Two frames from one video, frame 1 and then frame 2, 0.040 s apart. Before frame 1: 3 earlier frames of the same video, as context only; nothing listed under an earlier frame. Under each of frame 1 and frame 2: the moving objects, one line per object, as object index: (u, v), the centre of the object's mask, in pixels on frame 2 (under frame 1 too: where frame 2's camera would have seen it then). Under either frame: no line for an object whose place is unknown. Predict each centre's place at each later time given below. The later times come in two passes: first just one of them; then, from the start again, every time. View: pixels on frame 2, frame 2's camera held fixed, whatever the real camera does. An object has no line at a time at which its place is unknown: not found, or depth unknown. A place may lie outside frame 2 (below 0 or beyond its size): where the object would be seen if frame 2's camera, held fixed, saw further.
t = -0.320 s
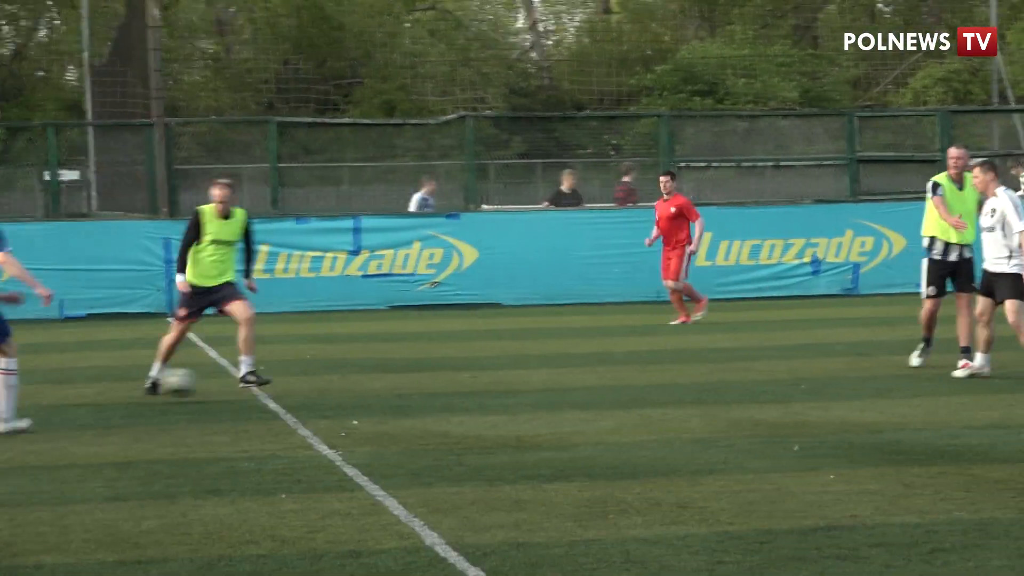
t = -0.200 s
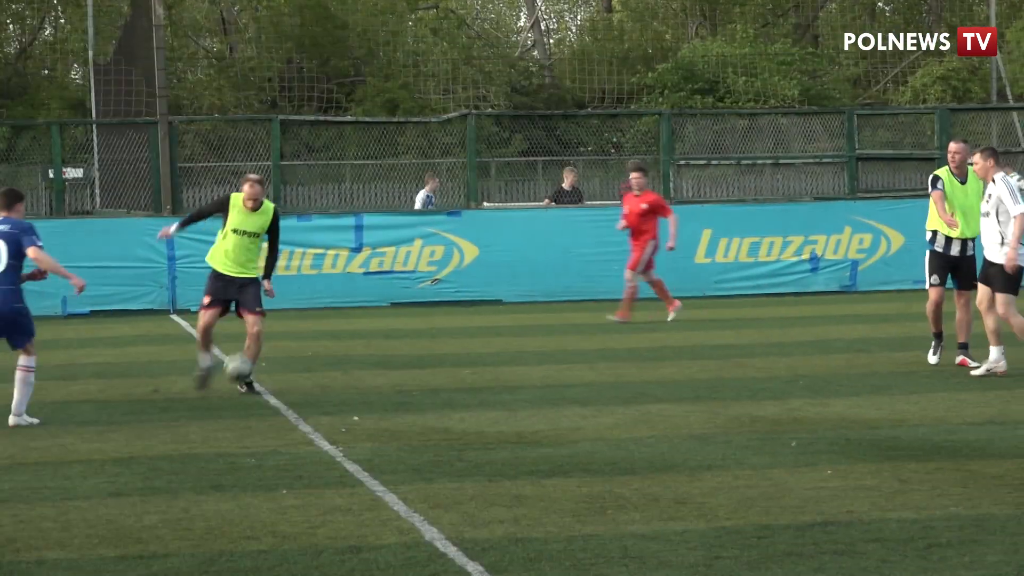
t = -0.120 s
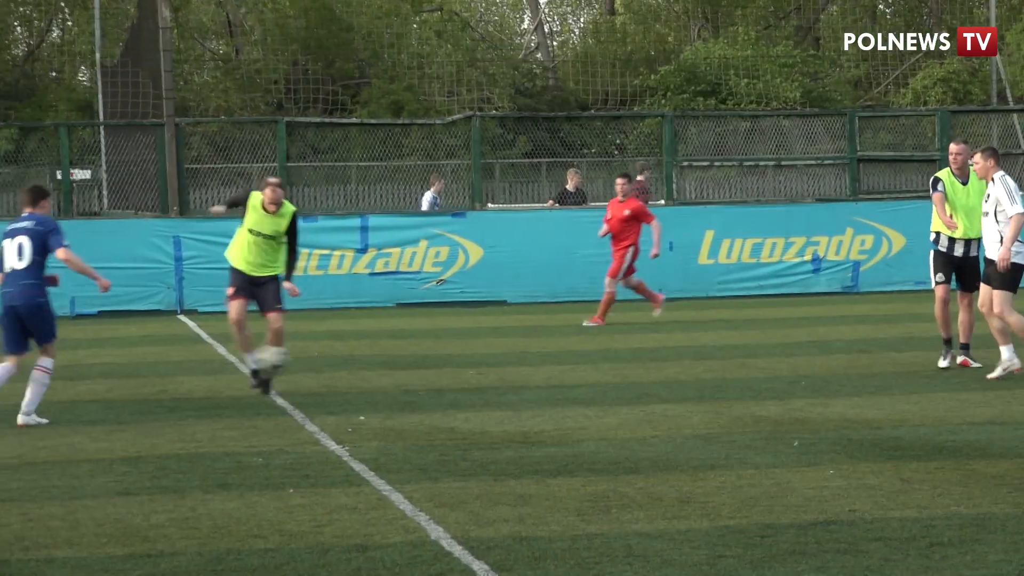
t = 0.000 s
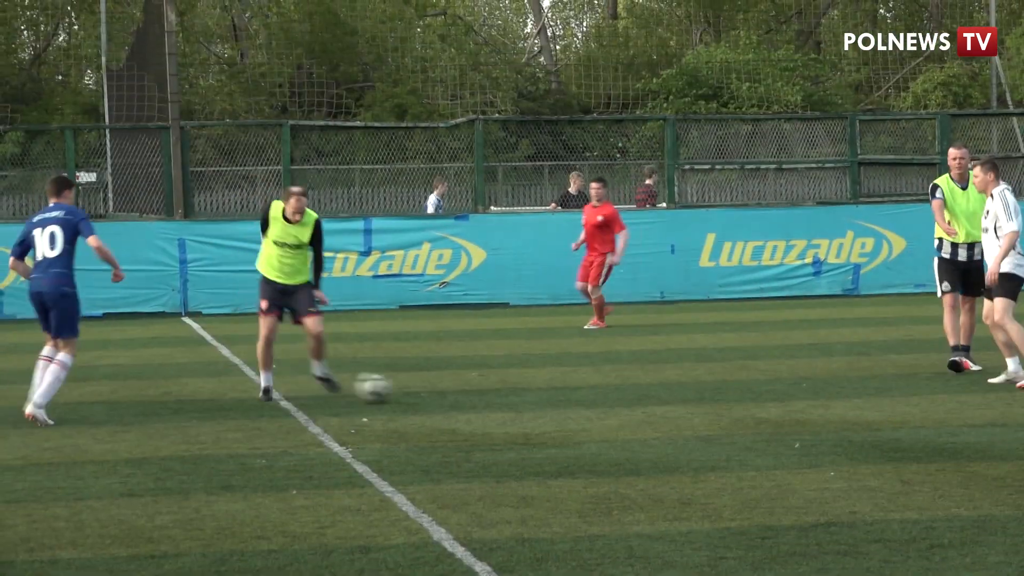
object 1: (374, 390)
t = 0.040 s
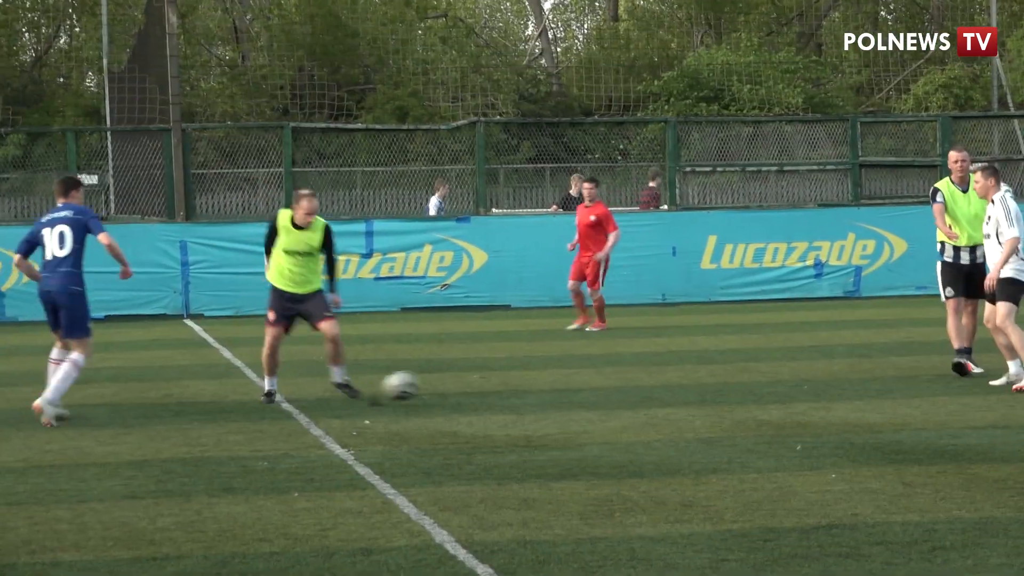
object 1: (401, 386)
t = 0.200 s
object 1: (505, 377)
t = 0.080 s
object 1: (427, 380)
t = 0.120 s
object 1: (451, 377)
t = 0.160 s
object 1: (478, 375)
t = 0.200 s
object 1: (505, 377)
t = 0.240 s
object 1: (530, 381)
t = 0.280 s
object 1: (558, 387)
